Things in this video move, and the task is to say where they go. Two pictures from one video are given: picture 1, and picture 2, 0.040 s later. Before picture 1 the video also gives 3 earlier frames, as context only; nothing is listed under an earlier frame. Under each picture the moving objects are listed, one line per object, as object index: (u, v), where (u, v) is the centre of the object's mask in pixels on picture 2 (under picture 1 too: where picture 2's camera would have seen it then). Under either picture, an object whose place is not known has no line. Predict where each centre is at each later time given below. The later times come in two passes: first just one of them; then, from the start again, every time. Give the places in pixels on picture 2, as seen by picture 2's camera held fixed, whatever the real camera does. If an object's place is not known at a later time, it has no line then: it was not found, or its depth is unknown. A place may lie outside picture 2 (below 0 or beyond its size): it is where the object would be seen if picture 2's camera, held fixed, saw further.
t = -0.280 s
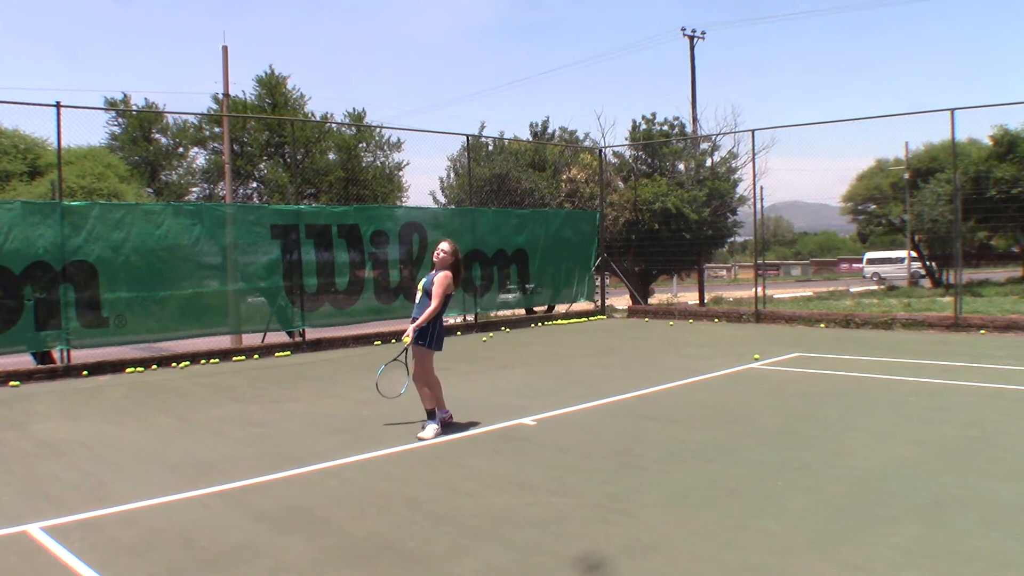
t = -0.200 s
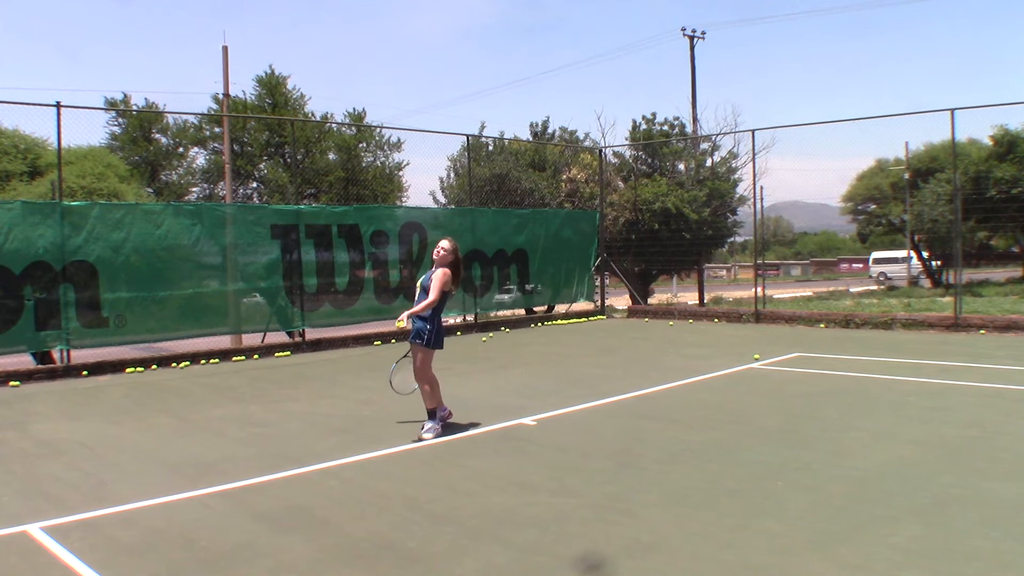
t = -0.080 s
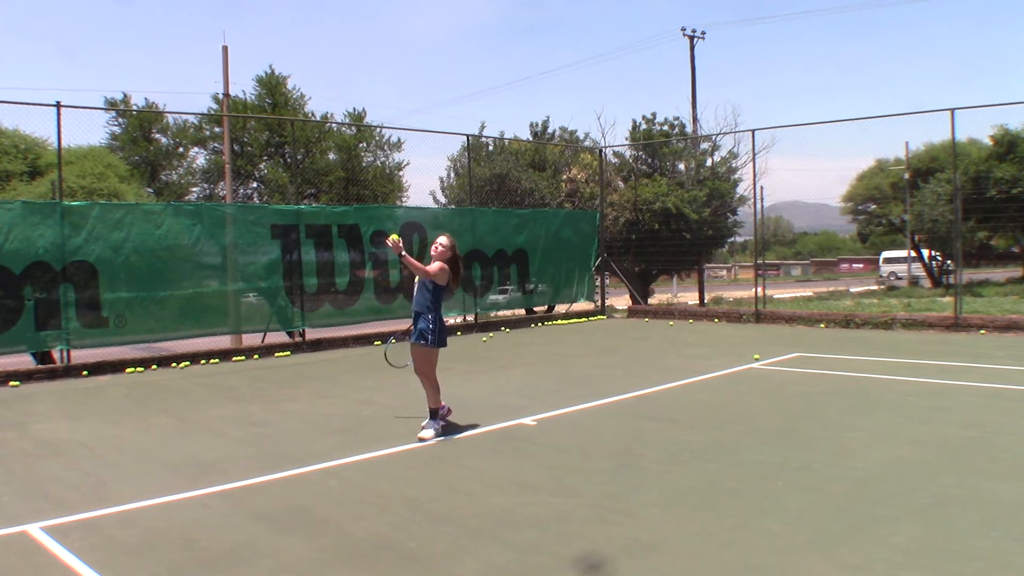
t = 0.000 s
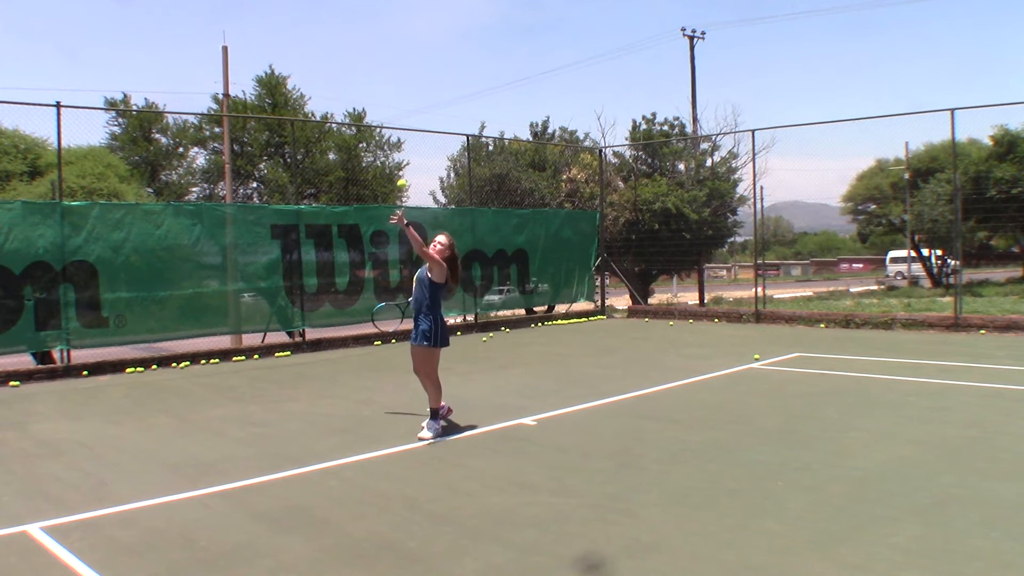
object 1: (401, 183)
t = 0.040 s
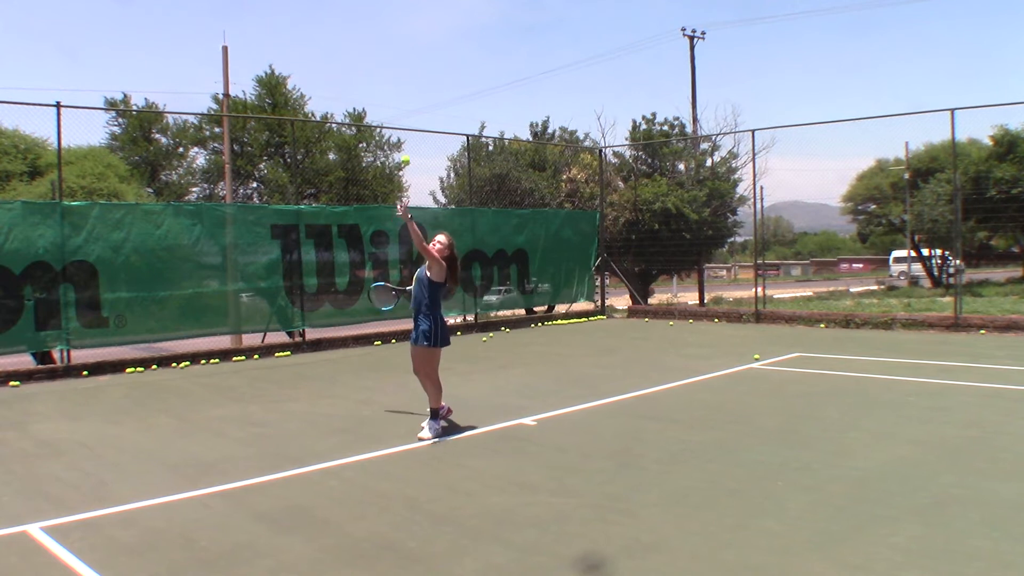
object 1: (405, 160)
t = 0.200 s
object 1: (421, 85)
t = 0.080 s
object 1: (409, 138)
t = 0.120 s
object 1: (413, 118)
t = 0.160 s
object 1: (417, 100)
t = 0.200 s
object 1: (421, 85)
